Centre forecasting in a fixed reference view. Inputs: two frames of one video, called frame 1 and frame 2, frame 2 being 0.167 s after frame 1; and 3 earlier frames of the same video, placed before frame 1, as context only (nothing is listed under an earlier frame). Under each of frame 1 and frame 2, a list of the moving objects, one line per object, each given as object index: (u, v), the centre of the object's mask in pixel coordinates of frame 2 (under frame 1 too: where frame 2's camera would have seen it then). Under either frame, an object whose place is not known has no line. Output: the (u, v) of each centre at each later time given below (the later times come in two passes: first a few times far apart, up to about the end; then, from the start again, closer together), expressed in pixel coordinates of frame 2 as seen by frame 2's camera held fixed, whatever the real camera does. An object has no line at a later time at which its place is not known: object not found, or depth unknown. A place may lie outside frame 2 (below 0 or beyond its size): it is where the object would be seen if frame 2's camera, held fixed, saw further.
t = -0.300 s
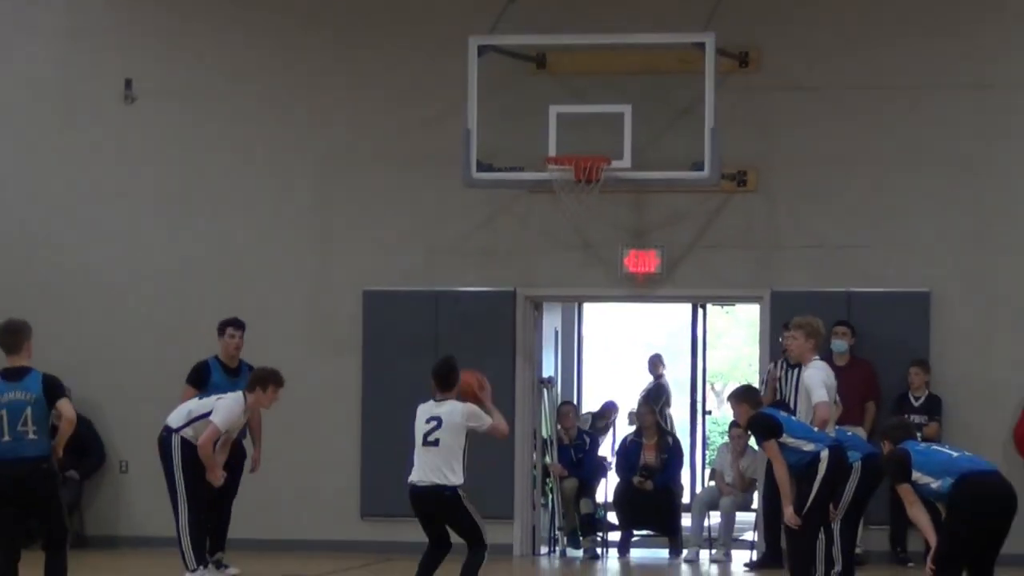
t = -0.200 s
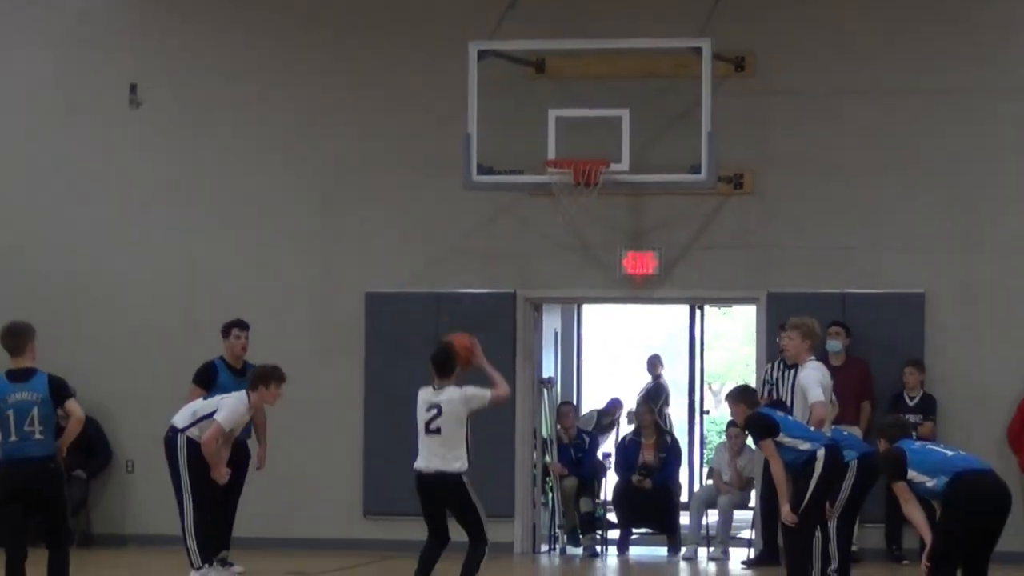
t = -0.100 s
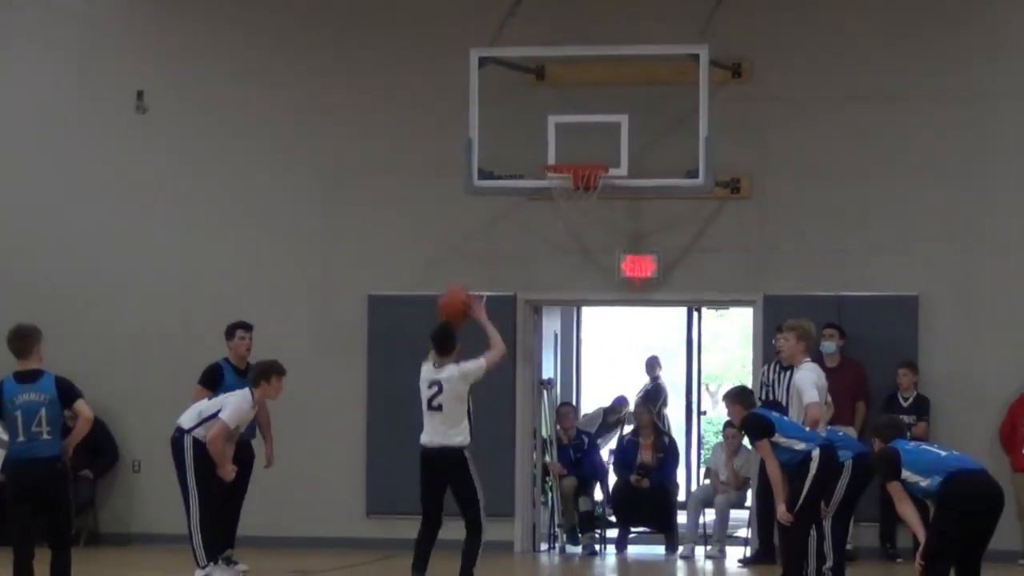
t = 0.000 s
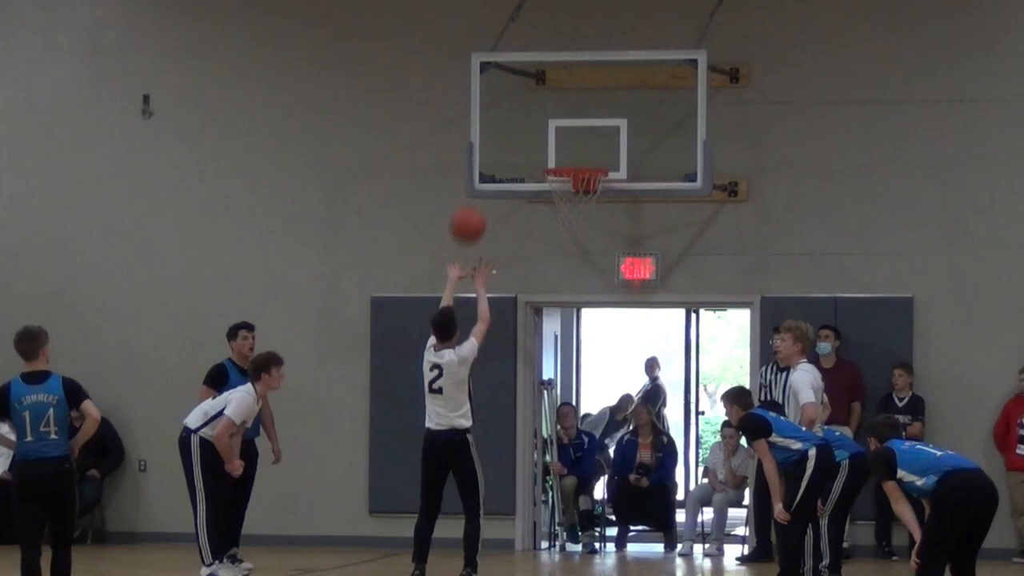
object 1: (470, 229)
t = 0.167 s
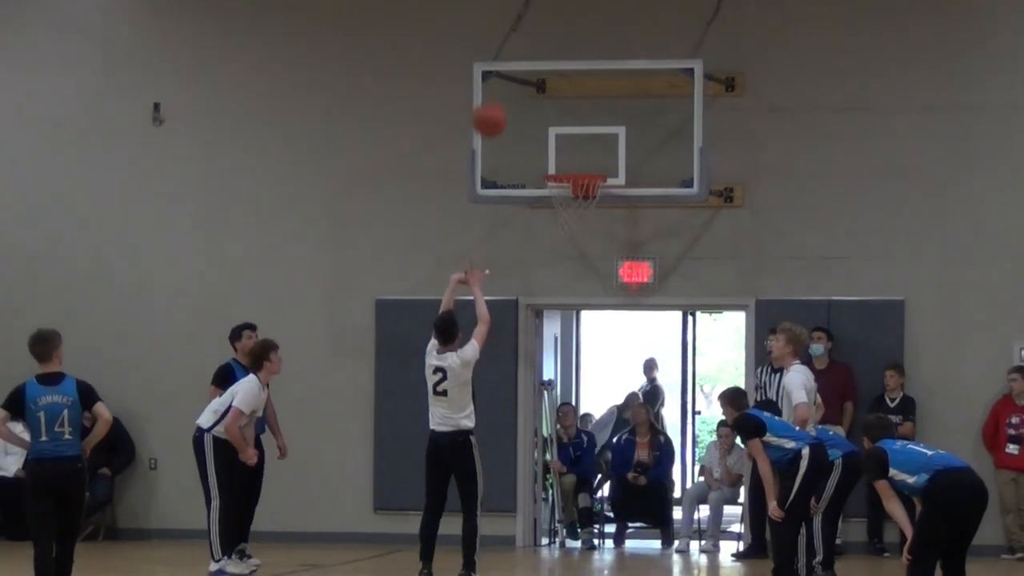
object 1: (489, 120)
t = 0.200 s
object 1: (493, 102)
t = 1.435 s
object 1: (599, 318)
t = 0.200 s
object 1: (493, 102)
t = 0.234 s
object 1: (496, 87)
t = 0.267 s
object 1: (499, 74)
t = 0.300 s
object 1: (503, 62)
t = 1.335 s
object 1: (590, 272)
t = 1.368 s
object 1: (594, 286)
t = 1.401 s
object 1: (597, 301)
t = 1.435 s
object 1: (599, 318)
